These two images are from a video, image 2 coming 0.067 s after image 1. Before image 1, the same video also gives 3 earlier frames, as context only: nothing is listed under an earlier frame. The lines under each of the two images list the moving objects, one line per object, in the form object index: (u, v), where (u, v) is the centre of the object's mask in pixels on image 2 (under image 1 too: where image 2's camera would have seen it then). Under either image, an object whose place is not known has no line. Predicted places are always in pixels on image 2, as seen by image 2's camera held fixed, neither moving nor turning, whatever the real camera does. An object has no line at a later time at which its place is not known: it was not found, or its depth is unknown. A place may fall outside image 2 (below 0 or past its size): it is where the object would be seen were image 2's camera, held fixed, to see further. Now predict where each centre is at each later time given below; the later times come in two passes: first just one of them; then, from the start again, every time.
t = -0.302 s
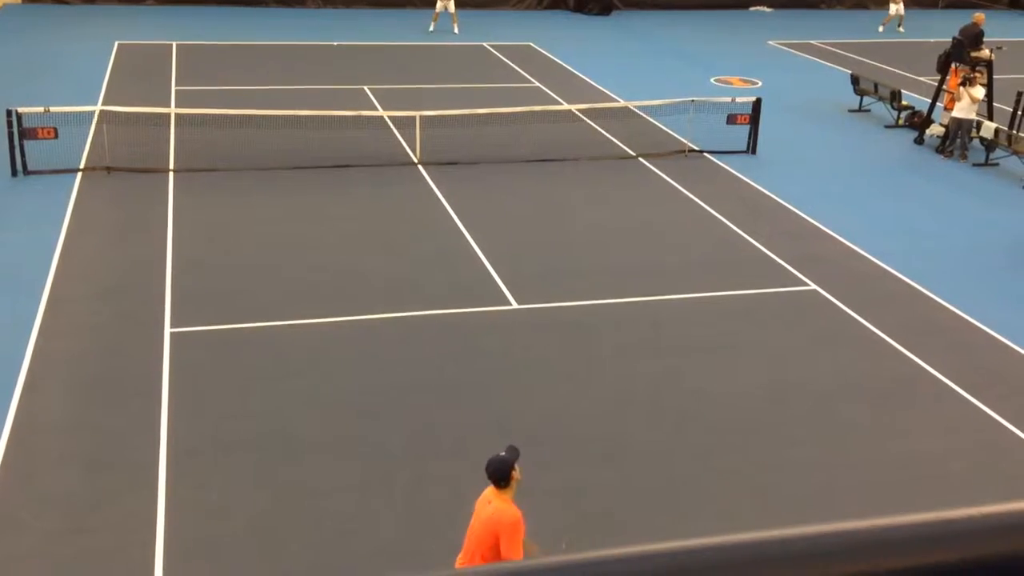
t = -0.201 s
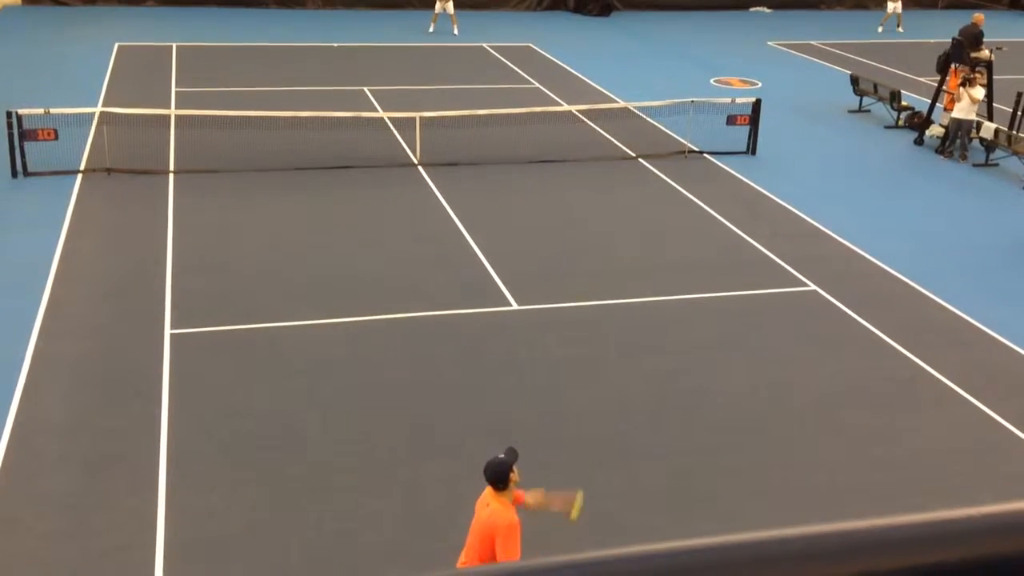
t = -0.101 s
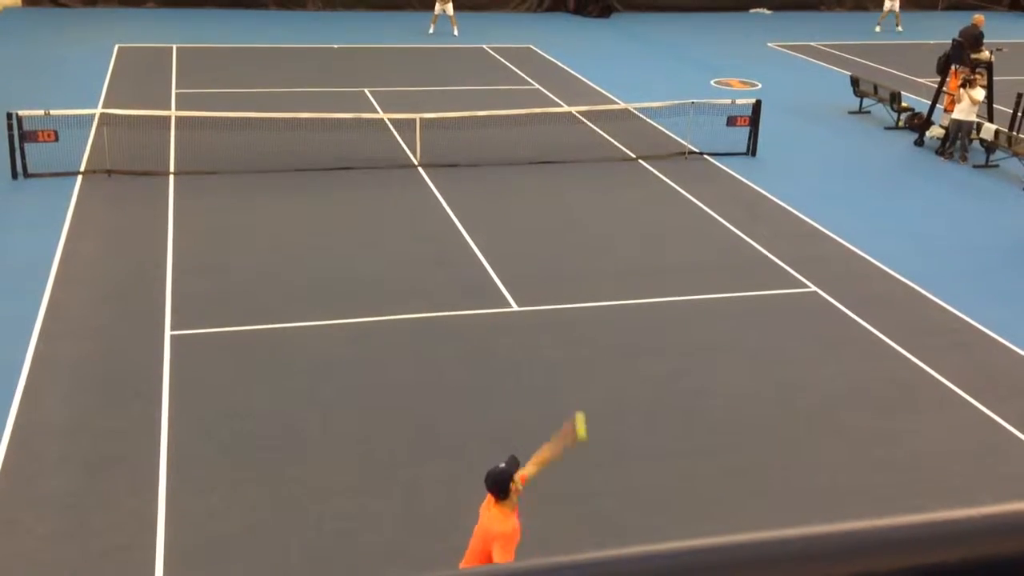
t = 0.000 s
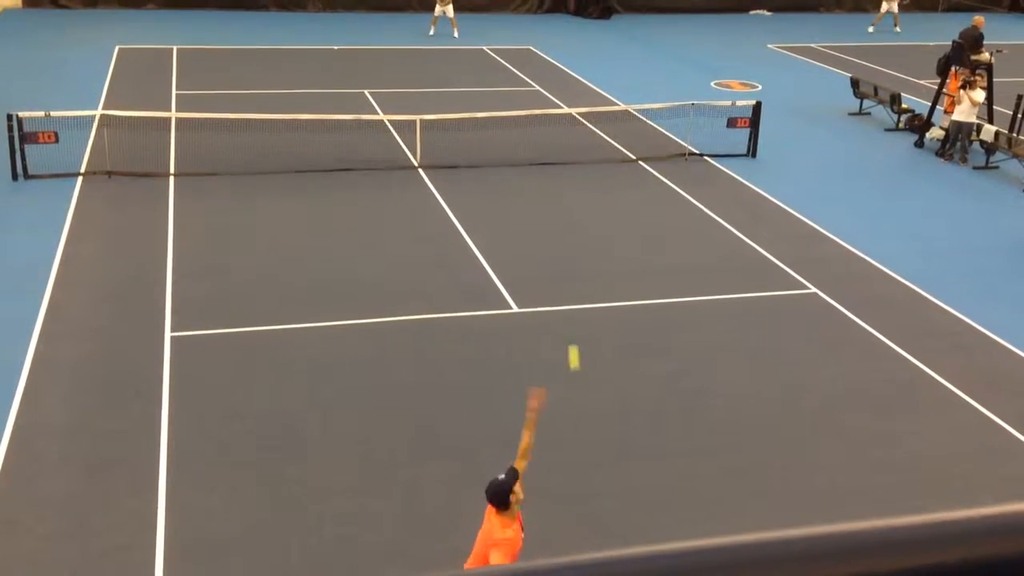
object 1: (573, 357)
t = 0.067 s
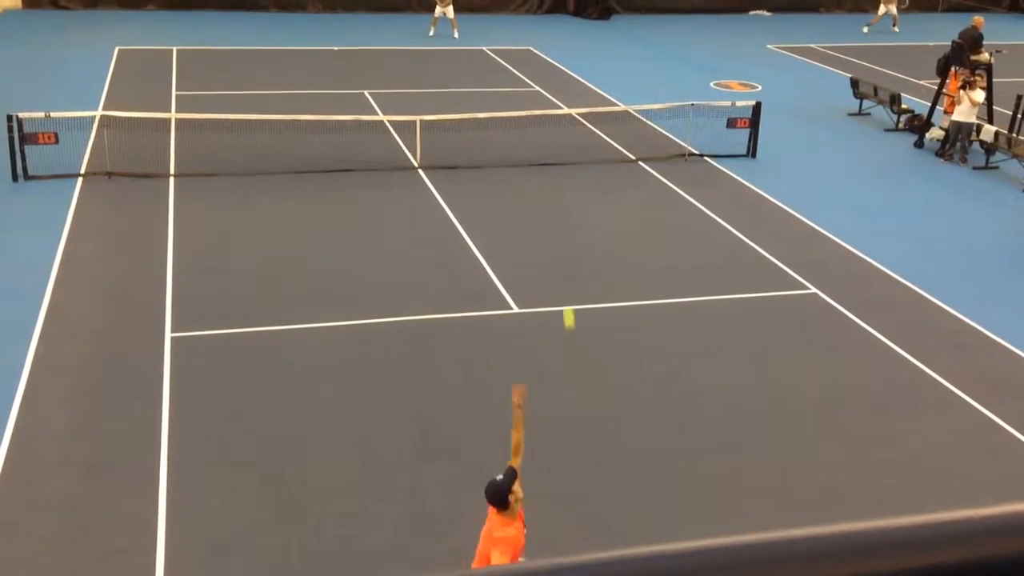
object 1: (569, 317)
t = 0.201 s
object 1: (557, 252)
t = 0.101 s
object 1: (566, 297)
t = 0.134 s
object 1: (563, 281)
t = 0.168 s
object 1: (560, 266)
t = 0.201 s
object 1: (557, 252)
